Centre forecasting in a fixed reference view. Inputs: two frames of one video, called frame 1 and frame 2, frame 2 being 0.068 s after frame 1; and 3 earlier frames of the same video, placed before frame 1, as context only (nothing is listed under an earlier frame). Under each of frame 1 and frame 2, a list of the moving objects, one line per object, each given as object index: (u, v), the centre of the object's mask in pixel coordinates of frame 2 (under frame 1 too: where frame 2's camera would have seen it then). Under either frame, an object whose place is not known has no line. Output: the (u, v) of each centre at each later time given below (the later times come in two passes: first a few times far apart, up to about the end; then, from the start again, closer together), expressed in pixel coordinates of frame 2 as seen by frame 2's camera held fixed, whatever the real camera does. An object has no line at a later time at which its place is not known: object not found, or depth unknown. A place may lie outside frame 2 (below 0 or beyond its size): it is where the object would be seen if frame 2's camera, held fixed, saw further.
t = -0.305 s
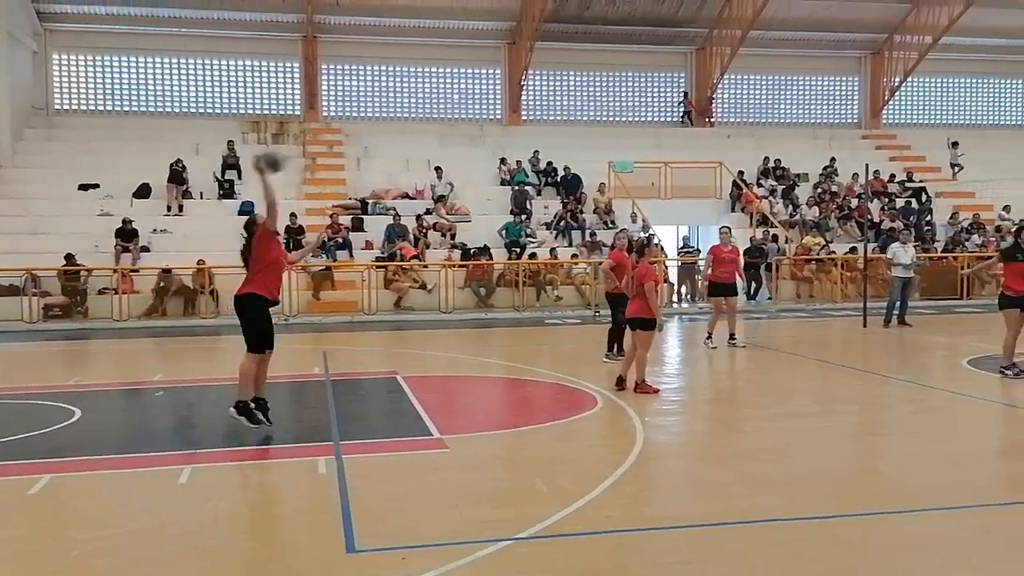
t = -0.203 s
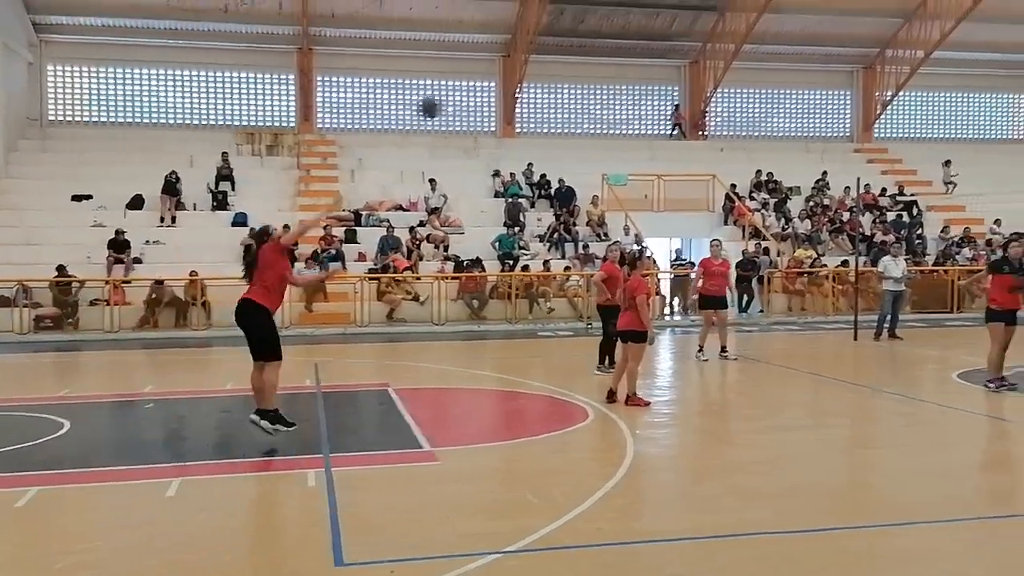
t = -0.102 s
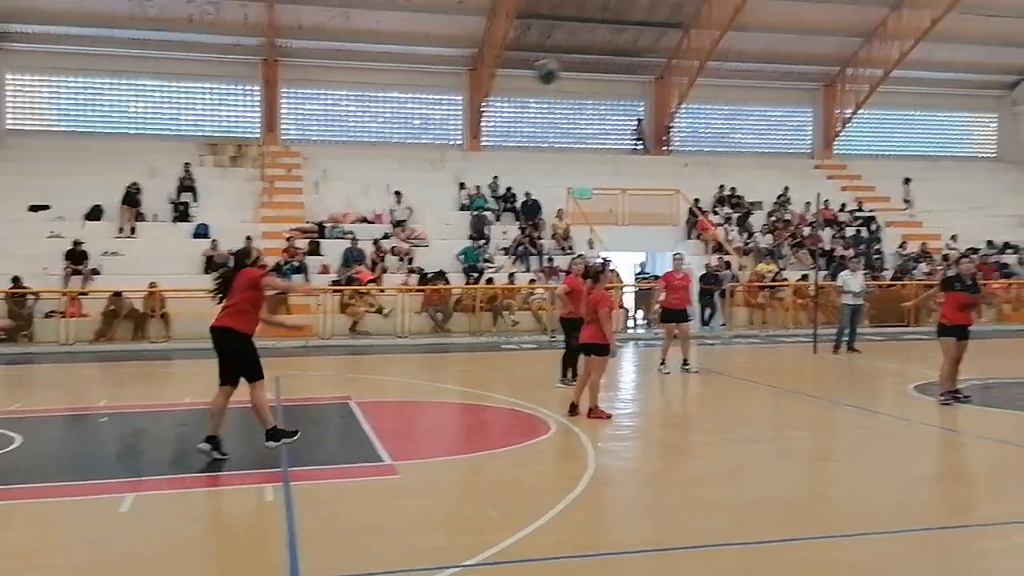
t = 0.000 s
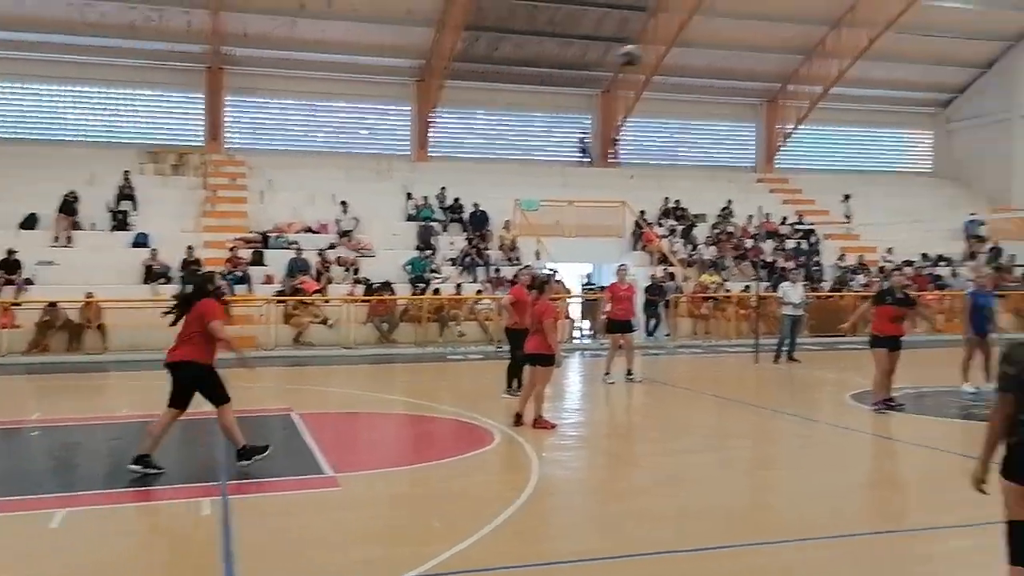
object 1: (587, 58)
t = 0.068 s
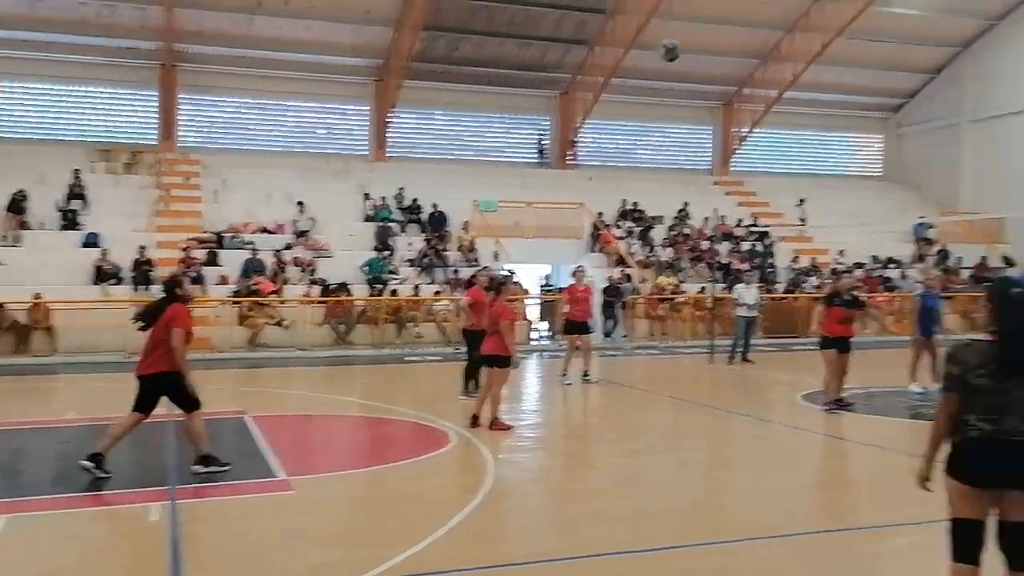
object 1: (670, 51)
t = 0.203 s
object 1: (818, 48)
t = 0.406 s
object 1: (1005, 84)
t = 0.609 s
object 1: (1166, 151)
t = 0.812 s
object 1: (1306, 247)
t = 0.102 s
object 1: (710, 48)
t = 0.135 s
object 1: (747, 48)
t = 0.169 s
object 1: (783, 47)
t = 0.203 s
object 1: (818, 48)
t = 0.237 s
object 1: (852, 52)
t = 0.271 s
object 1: (884, 57)
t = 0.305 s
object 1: (915, 62)
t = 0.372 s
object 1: (976, 75)
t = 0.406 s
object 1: (1005, 84)
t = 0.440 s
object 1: (1034, 92)
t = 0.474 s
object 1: (1062, 103)
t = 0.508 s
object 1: (1089, 114)
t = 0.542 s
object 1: (1115, 125)
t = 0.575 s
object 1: (1141, 137)
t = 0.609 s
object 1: (1166, 151)
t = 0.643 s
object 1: (1191, 165)
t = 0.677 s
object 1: (1215, 180)
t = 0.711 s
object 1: (1239, 197)
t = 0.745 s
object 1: (1261, 212)
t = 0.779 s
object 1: (1284, 229)
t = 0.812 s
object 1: (1306, 247)
